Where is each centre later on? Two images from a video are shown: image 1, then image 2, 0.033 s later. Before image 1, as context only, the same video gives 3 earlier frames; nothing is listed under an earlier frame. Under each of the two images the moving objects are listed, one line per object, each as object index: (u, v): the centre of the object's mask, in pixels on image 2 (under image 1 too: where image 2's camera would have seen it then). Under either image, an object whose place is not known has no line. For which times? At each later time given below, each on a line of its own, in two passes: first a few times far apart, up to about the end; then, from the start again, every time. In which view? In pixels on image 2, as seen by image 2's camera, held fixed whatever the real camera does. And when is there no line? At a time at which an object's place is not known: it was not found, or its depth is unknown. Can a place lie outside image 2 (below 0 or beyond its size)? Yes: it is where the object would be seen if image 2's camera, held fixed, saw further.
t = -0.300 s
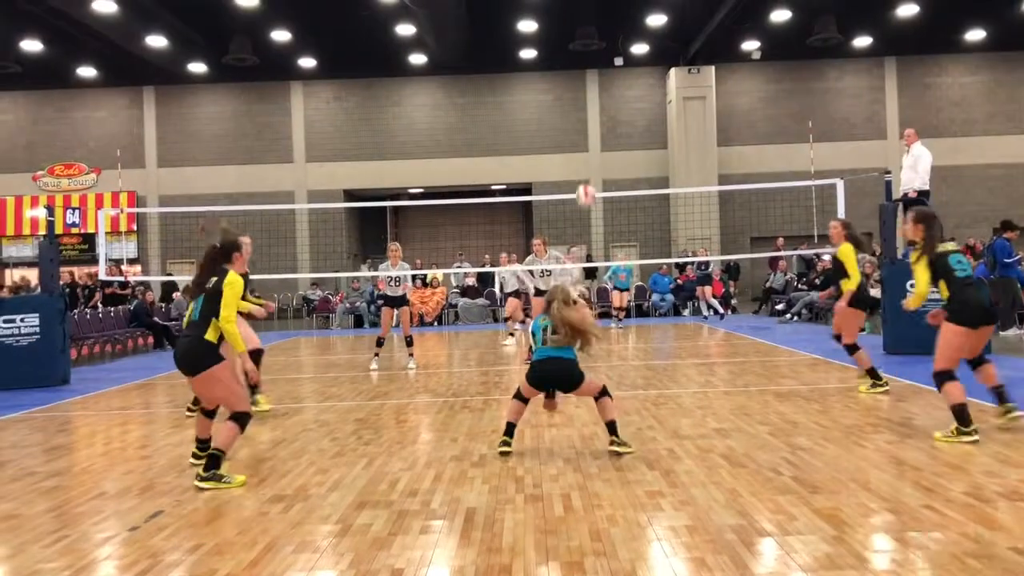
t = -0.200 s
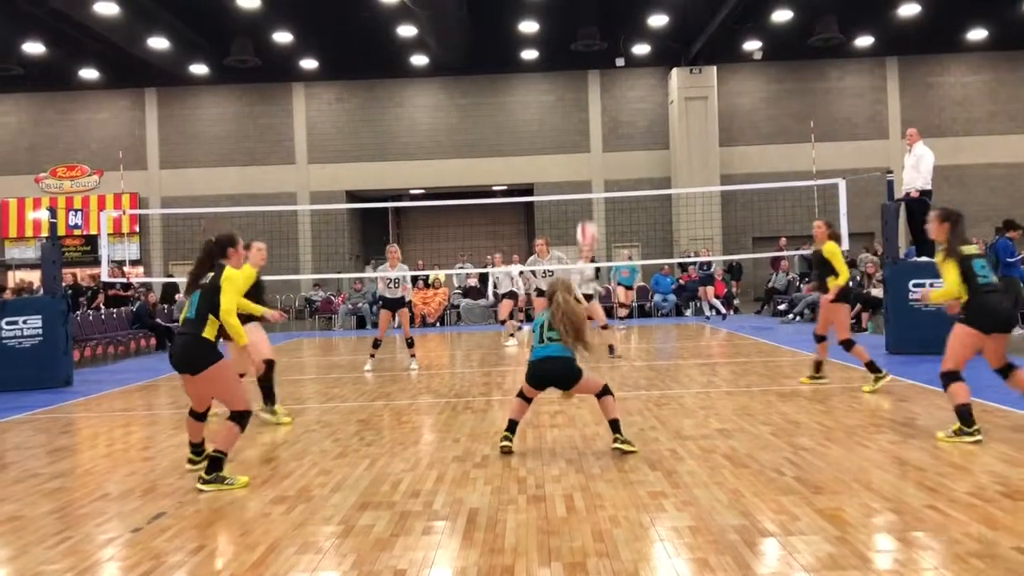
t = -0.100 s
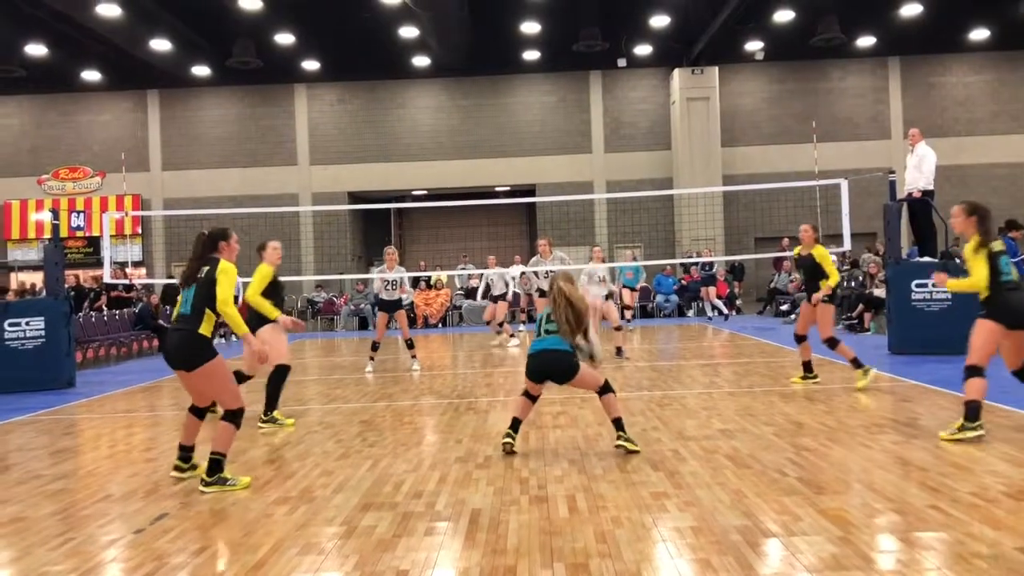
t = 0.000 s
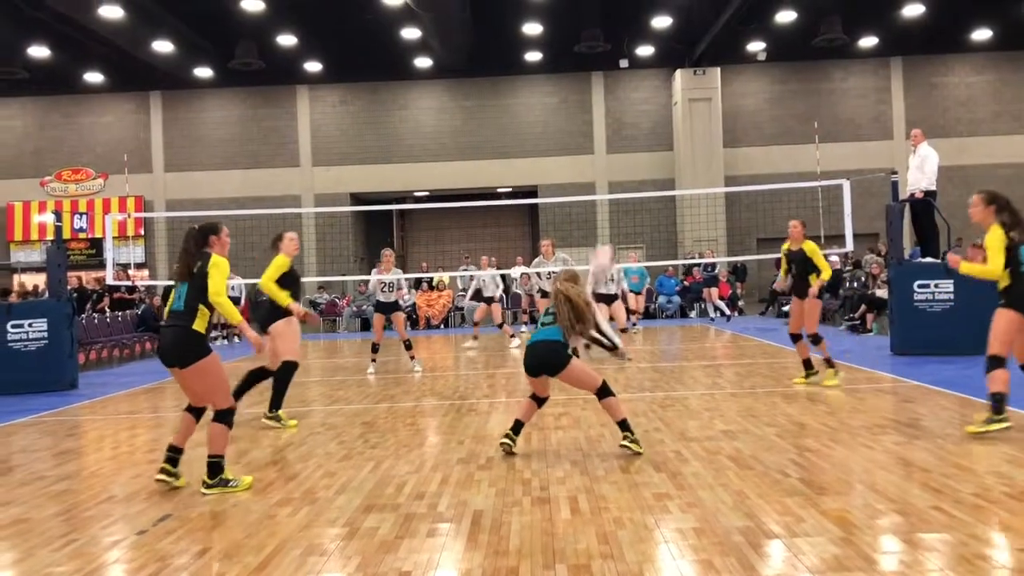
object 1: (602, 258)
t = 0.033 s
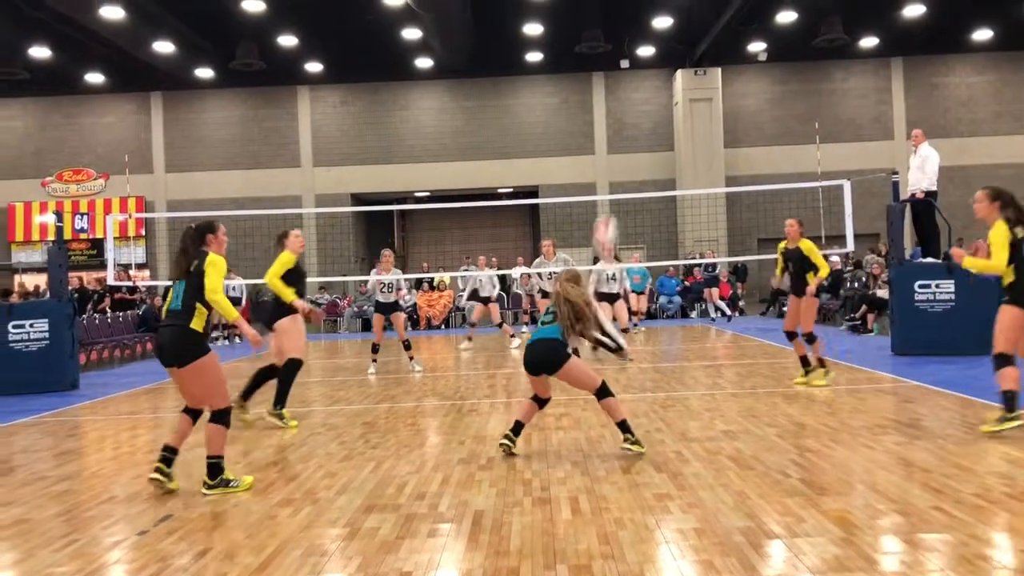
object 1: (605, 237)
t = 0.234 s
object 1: (621, 108)
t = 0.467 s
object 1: (637, 39)
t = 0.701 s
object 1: (652, 35)
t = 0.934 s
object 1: (665, 80)
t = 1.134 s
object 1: (678, 151)
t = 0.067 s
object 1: (608, 209)
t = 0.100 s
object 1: (612, 184)
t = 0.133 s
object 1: (614, 161)
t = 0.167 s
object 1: (617, 140)
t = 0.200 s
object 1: (618, 124)
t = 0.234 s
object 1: (621, 108)
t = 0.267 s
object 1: (623, 94)
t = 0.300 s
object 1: (625, 80)
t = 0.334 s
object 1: (627, 70)
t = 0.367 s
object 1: (630, 60)
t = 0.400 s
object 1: (632, 52)
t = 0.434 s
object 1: (634, 45)
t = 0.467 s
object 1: (637, 39)
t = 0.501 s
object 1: (639, 35)
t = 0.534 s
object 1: (642, 33)
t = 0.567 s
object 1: (644, 32)
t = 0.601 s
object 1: (645, 31)
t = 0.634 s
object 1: (647, 32)
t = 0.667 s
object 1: (649, 34)
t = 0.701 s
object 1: (652, 35)
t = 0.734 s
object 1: (654, 38)
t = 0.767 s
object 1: (657, 44)
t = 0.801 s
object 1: (659, 50)
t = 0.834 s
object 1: (660, 56)
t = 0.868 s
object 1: (662, 64)
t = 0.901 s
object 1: (664, 72)
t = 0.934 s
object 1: (665, 80)
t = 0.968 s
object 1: (667, 91)
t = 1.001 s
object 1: (668, 102)
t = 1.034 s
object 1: (670, 113)
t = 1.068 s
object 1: (673, 124)
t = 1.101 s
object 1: (675, 138)
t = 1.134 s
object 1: (678, 151)
